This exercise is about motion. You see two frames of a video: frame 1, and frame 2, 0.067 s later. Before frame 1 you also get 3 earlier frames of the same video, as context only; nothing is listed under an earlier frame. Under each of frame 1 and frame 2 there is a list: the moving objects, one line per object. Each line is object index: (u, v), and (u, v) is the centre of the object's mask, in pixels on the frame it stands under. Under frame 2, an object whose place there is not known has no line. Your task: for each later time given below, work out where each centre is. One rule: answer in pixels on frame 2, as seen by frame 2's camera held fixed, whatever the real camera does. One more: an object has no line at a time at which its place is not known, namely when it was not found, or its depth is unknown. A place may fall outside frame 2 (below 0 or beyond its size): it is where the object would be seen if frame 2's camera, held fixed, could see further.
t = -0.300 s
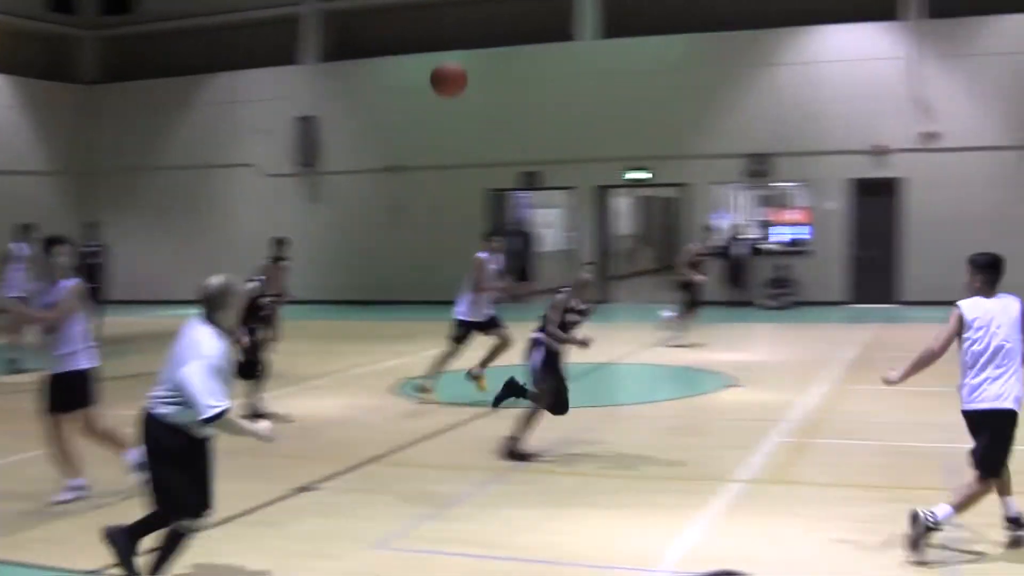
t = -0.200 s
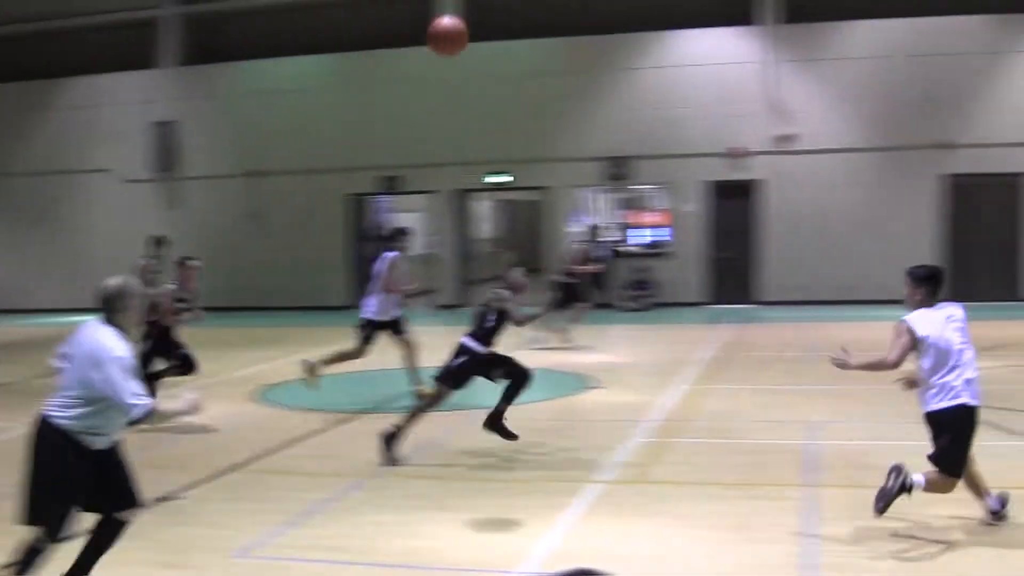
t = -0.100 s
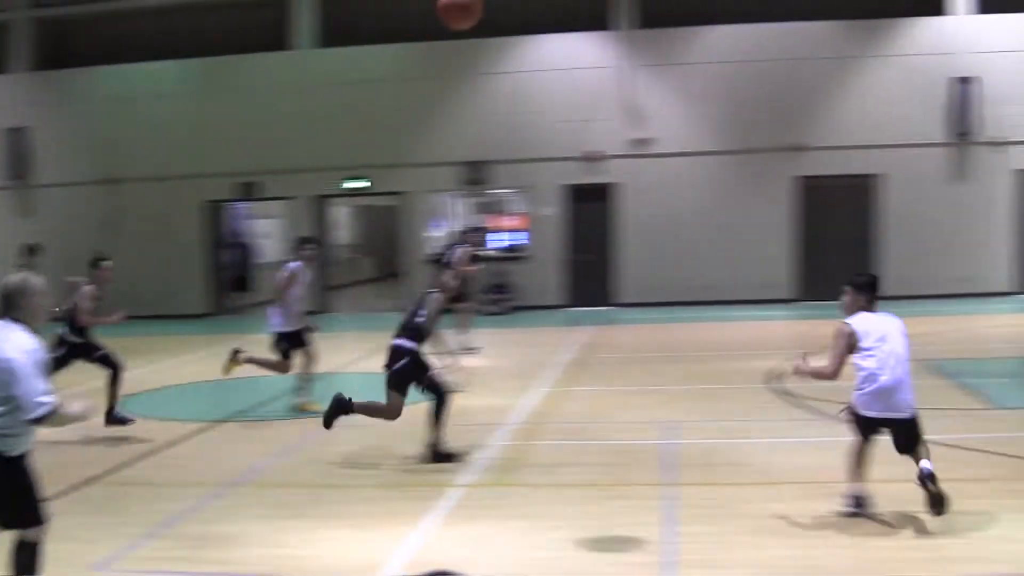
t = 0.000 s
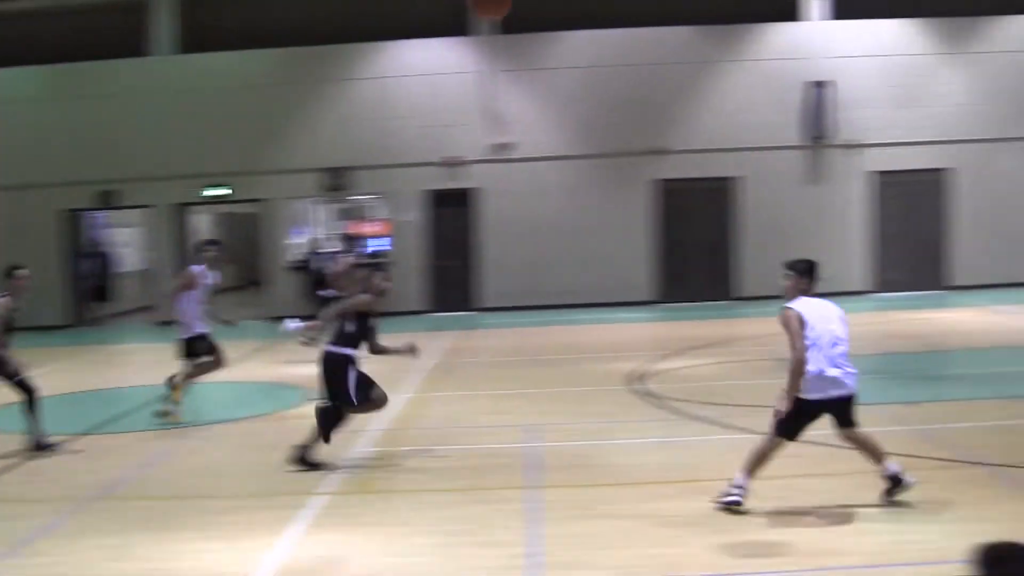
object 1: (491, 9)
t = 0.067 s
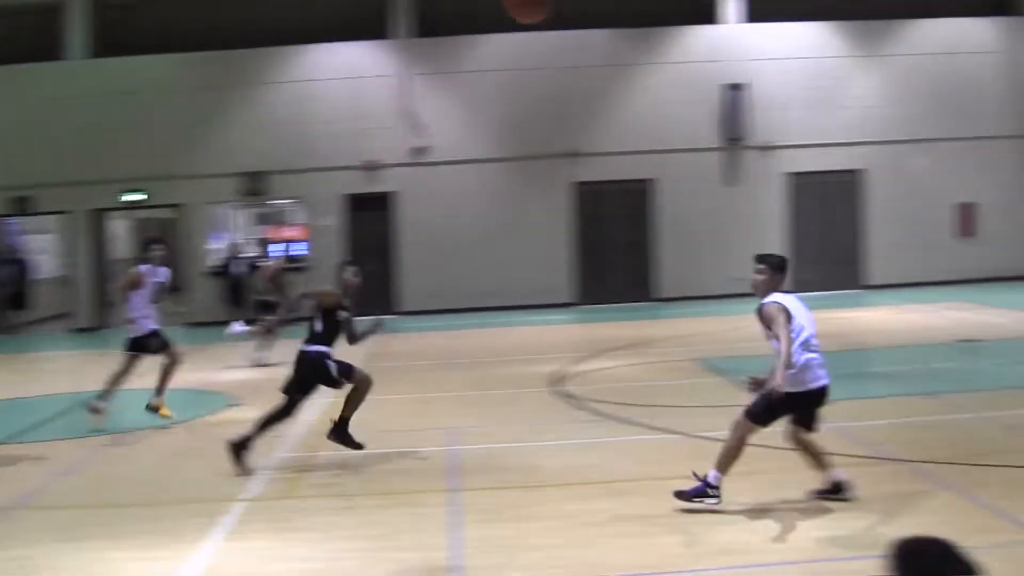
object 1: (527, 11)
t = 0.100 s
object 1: (588, 12)
